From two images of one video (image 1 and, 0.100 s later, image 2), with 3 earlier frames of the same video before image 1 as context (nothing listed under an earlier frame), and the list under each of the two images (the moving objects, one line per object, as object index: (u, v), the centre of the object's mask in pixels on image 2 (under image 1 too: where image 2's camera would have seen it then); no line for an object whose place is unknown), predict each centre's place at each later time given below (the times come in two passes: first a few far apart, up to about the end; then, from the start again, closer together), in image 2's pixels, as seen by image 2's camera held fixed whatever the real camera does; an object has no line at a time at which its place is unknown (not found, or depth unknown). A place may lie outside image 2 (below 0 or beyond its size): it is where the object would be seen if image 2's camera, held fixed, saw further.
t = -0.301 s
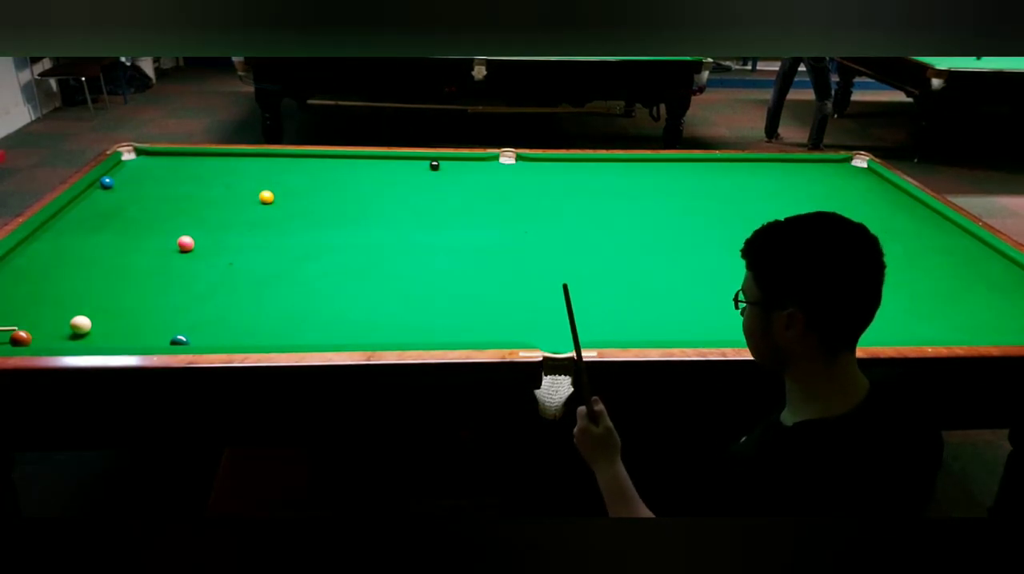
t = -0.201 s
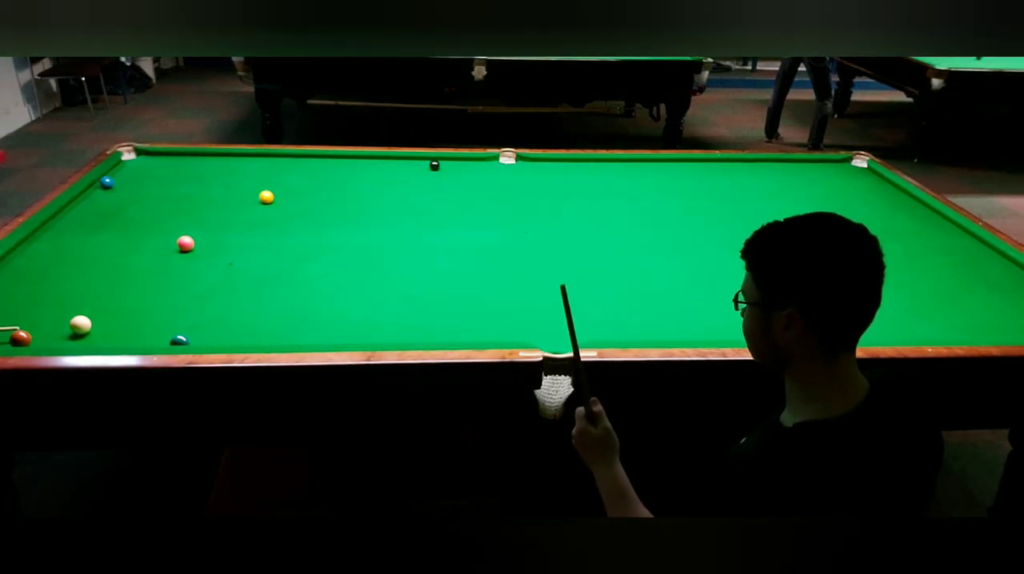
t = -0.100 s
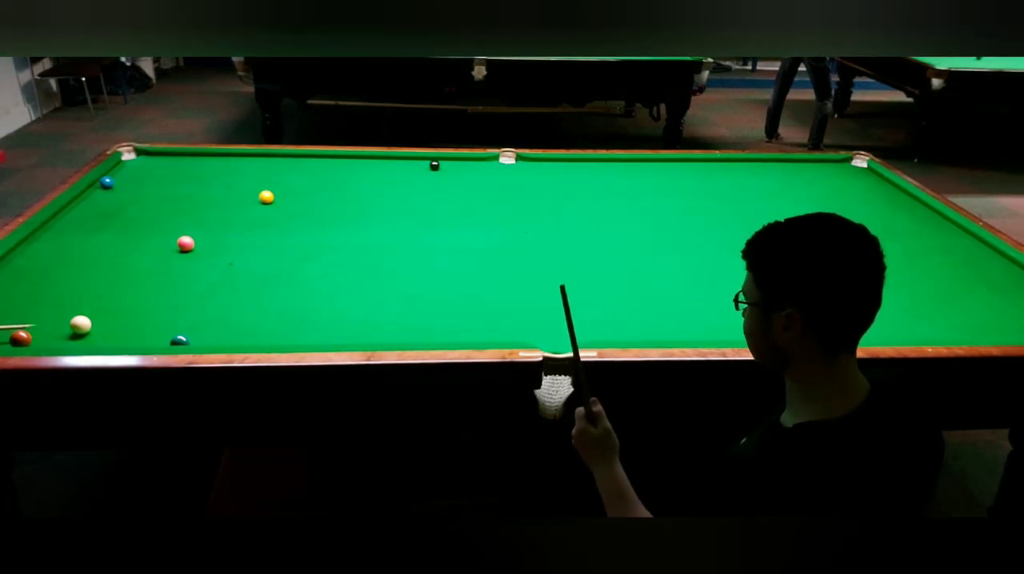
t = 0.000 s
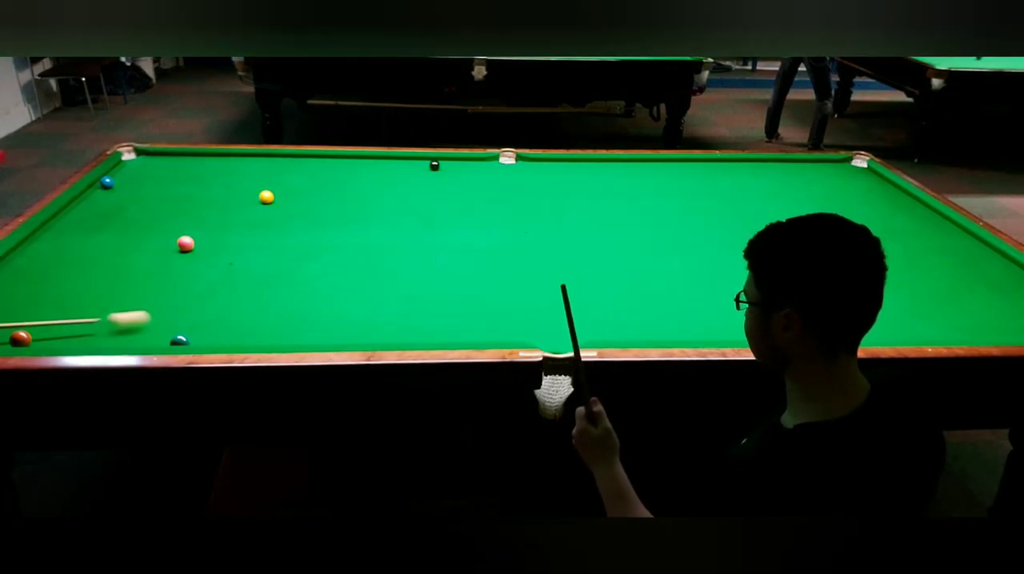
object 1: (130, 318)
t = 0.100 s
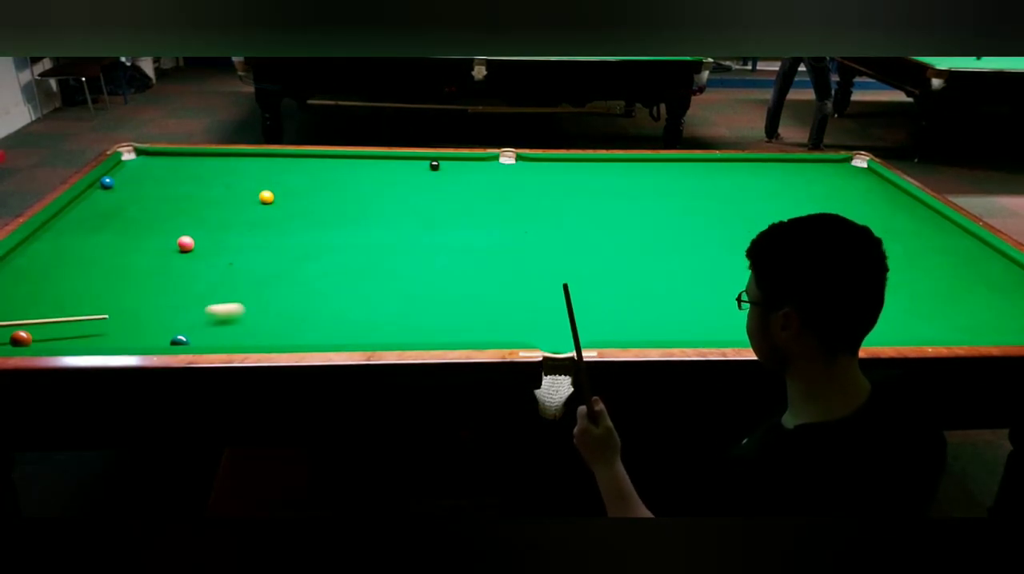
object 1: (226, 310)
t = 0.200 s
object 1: (312, 303)
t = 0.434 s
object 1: (492, 286)
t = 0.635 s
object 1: (627, 274)
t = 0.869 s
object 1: (771, 261)
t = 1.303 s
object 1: (907, 217)
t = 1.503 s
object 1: (891, 201)
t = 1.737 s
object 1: (814, 186)
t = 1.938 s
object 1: (755, 174)
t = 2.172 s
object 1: (693, 162)
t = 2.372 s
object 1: (659, 165)
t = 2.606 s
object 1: (622, 173)
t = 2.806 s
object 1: (591, 180)
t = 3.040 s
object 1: (553, 188)
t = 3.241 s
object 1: (519, 195)
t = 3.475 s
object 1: (479, 203)
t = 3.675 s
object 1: (443, 210)
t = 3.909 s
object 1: (400, 219)
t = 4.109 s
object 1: (361, 226)
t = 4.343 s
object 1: (314, 235)
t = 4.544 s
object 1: (272, 243)
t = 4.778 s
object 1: (222, 253)
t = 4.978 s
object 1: (179, 261)
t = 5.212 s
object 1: (128, 271)
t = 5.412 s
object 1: (83, 280)
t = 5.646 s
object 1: (31, 290)
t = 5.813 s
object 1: (2, 296)
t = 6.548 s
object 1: (2, 320)
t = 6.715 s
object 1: (8, 323)
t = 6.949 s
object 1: (25, 326)
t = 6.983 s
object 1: (27, 327)
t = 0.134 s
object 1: (255, 308)
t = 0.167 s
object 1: (284, 305)
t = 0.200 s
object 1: (312, 303)
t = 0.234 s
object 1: (340, 300)
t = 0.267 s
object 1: (366, 298)
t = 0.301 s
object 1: (393, 295)
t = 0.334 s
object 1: (418, 293)
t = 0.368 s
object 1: (443, 291)
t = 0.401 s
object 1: (467, 288)
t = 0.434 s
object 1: (492, 286)
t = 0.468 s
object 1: (515, 284)
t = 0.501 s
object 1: (538, 282)
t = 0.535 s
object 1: (560, 279)
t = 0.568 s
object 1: (583, 277)
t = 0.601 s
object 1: (605, 276)
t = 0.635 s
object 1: (627, 274)
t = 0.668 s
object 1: (648, 272)
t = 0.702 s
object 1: (670, 270)
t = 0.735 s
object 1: (690, 268)
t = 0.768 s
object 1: (711, 266)
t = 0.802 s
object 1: (731, 265)
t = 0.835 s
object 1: (751, 263)
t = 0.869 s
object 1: (771, 261)
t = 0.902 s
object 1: (784, 259)
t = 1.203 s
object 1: (886, 223)
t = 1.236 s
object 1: (892, 221)
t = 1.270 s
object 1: (899, 220)
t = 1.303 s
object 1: (907, 217)
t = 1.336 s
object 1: (915, 214)
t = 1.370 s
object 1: (922, 211)
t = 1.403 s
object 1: (928, 208)
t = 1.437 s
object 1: (918, 205)
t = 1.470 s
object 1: (904, 203)
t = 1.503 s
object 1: (891, 201)
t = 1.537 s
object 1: (878, 199)
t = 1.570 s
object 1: (867, 197)
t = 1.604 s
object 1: (856, 194)
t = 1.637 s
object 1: (845, 192)
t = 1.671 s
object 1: (835, 190)
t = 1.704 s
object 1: (824, 188)
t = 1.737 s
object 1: (814, 186)
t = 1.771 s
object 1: (804, 184)
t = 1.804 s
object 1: (794, 181)
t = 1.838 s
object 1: (784, 180)
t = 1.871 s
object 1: (774, 178)
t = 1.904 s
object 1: (765, 176)
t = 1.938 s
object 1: (755, 174)
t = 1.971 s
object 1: (746, 172)
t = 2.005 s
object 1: (737, 170)
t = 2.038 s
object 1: (728, 169)
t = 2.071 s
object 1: (719, 167)
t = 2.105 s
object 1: (710, 165)
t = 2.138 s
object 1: (702, 163)
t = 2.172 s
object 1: (693, 162)
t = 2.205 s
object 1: (685, 160)
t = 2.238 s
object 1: (678, 160)
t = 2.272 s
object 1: (674, 161)
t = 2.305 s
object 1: (669, 162)
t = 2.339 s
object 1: (664, 164)
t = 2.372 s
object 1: (659, 165)
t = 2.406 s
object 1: (654, 166)
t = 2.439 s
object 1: (648, 167)
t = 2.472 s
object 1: (643, 168)
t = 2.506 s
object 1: (639, 169)
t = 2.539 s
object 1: (633, 171)
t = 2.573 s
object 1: (628, 172)
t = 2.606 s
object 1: (622, 173)
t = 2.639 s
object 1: (617, 174)
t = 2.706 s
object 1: (607, 176)
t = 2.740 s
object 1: (602, 177)
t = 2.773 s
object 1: (597, 178)
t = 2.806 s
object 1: (591, 180)
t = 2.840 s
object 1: (586, 181)
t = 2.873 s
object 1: (580, 182)
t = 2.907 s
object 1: (575, 183)
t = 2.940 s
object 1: (570, 184)
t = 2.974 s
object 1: (564, 185)
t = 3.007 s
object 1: (558, 186)
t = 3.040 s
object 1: (553, 188)
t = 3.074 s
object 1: (547, 189)
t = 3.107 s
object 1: (542, 190)
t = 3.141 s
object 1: (536, 191)
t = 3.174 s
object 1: (531, 192)
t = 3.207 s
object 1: (525, 194)
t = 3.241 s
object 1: (519, 195)
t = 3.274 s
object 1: (514, 196)
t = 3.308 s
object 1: (508, 197)
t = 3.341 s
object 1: (502, 198)
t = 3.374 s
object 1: (496, 200)
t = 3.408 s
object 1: (490, 201)
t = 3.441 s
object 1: (484, 202)
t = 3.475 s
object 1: (479, 203)
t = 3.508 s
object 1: (473, 204)
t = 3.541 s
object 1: (467, 205)
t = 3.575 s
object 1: (461, 207)
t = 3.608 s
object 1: (455, 208)
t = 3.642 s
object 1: (449, 209)
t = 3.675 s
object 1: (443, 210)
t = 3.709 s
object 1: (437, 212)
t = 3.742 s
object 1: (430, 213)
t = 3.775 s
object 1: (424, 214)
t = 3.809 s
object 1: (418, 215)
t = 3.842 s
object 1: (412, 216)
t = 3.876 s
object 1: (405, 218)
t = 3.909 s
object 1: (400, 219)
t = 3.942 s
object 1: (393, 220)
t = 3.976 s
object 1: (387, 221)
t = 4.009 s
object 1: (380, 223)
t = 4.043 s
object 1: (374, 224)
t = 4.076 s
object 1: (367, 225)
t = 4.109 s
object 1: (361, 226)
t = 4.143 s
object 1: (354, 228)
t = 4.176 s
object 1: (347, 229)
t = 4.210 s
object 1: (341, 231)
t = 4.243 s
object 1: (334, 232)
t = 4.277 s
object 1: (327, 233)
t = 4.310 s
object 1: (321, 234)
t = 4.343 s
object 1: (314, 235)
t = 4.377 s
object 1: (307, 237)
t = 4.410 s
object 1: (300, 238)
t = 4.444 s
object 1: (293, 239)
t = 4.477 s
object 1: (286, 241)
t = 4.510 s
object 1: (279, 242)
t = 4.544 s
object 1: (272, 243)
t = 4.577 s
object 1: (265, 245)
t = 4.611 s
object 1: (258, 246)
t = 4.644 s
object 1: (251, 247)
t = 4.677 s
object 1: (243, 249)
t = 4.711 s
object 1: (236, 250)
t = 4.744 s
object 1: (229, 251)
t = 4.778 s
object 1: (222, 253)
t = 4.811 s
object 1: (215, 254)
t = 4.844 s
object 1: (208, 256)
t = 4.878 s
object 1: (201, 257)
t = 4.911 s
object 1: (193, 258)
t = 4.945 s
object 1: (186, 260)
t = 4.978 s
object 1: (179, 261)
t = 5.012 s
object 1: (172, 263)
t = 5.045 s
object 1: (164, 264)
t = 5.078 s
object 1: (157, 265)
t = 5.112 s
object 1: (150, 267)
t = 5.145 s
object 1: (142, 269)
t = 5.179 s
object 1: (135, 270)
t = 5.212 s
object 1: (128, 271)
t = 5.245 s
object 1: (120, 272)
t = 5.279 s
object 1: (113, 274)
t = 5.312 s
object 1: (105, 276)
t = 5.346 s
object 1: (98, 277)
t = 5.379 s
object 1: (90, 278)
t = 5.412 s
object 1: (83, 280)
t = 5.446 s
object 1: (75, 281)
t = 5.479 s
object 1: (68, 283)
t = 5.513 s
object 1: (61, 284)
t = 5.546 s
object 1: (53, 285)
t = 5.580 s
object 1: (46, 287)
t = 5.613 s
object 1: (38, 288)
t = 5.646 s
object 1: (31, 290)
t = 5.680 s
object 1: (23, 291)
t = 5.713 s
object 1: (15, 293)
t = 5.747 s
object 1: (9, 294)
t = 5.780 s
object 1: (5, 295)
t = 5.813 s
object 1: (2, 296)
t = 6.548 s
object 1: (2, 320)
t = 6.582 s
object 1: (4, 320)
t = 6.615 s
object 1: (5, 321)
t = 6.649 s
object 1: (6, 322)
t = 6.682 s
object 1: (7, 323)
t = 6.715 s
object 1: (8, 323)
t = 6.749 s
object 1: (10, 324)
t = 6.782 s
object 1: (12, 324)
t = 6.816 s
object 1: (14, 324)
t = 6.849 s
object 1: (17, 325)
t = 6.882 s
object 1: (19, 325)
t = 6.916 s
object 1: (22, 325)
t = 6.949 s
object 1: (25, 326)
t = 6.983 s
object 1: (27, 327)
